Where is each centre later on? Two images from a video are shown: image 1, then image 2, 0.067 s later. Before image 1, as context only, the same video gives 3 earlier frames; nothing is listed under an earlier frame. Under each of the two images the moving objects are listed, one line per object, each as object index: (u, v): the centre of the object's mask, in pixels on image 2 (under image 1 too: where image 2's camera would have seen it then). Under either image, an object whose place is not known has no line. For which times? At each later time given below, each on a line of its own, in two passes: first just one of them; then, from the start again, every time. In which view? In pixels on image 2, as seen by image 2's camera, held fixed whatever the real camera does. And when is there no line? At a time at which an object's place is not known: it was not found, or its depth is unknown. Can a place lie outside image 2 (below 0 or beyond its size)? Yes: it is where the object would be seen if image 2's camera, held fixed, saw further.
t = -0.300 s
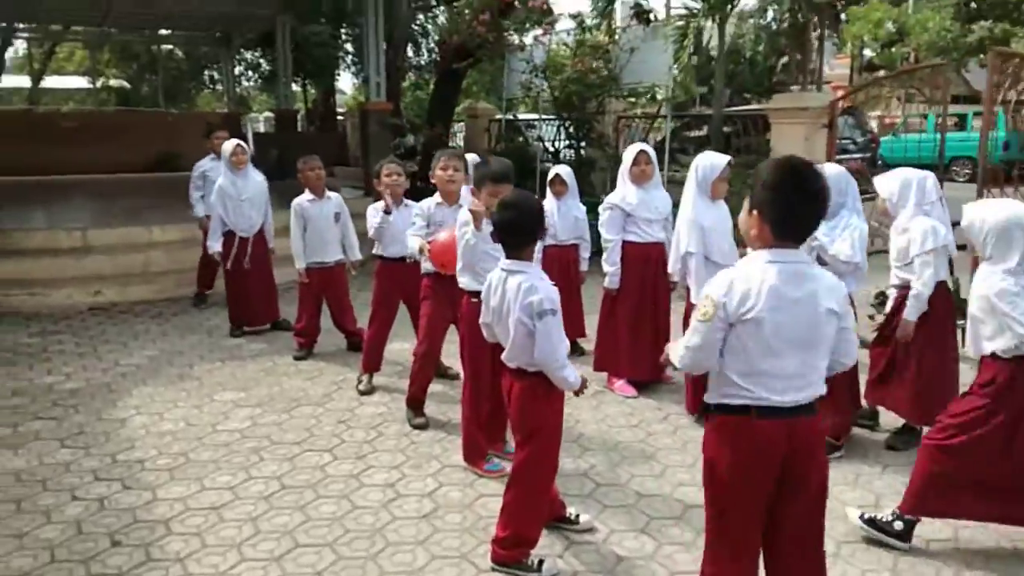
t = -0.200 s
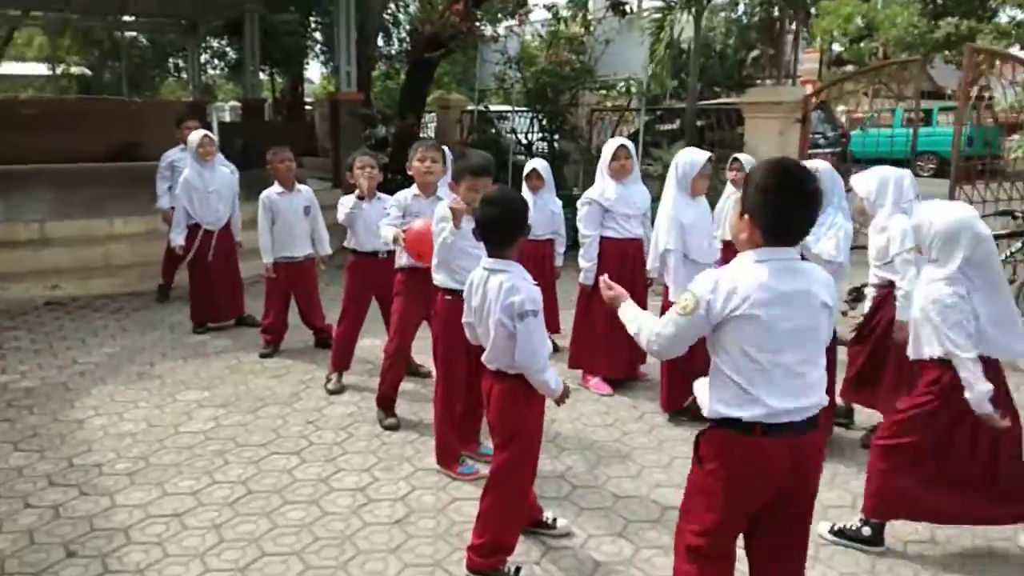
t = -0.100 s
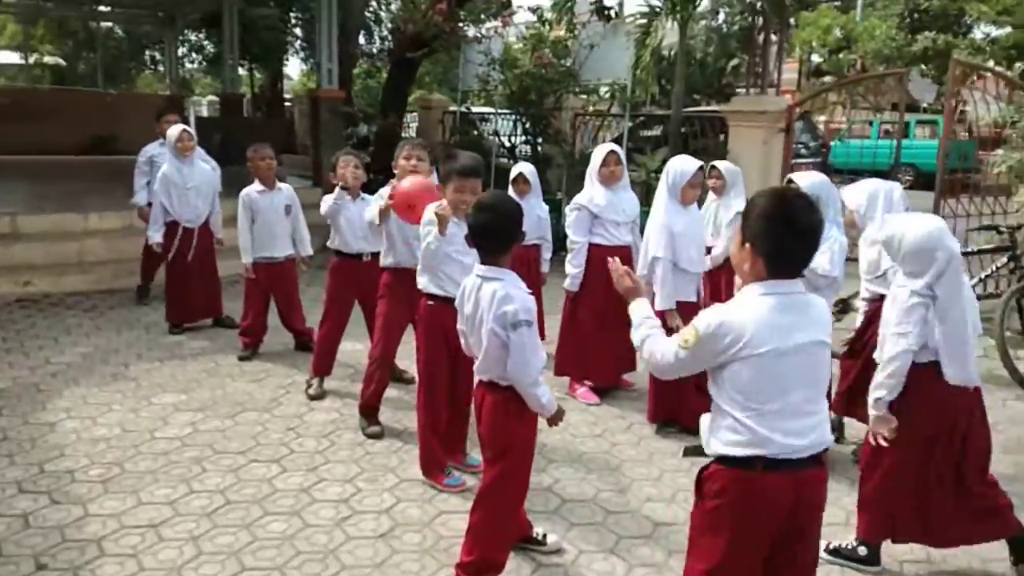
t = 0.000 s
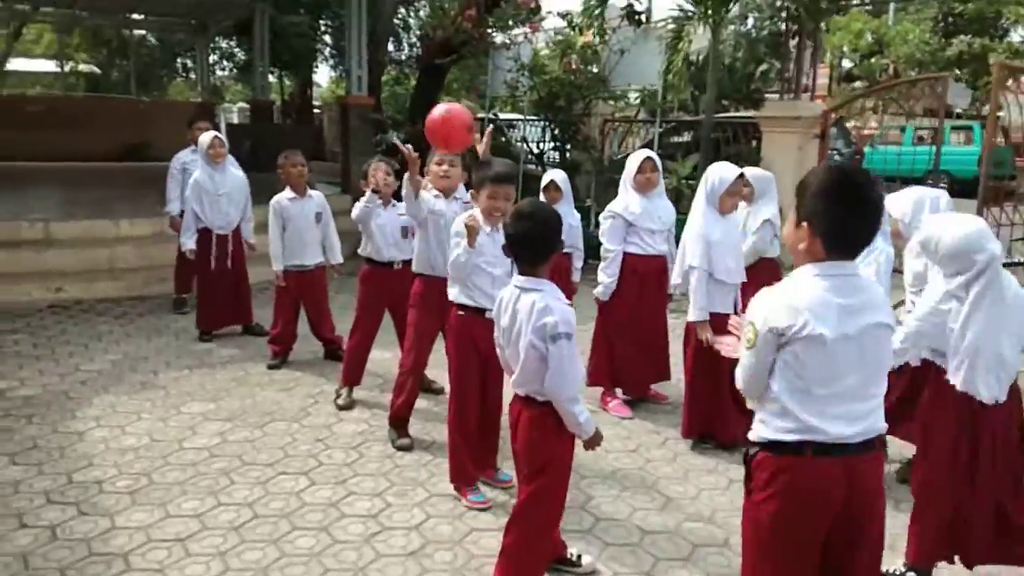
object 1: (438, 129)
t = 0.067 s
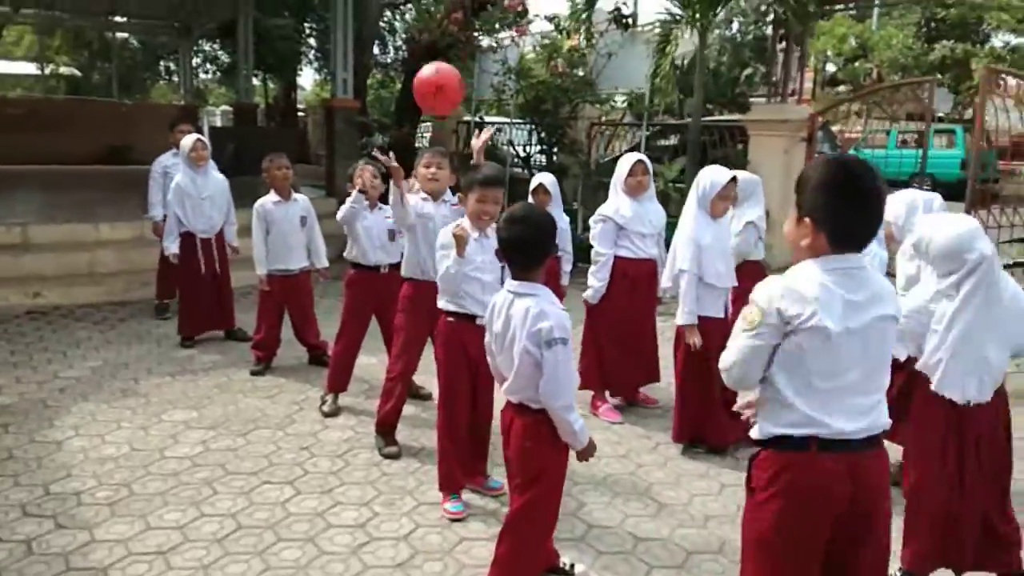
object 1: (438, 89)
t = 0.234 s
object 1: (437, 38)
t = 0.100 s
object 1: (437, 72)
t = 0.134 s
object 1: (437, 59)
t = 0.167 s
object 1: (438, 47)
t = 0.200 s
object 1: (437, 39)
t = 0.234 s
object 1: (437, 38)
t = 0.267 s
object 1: (438, 40)
